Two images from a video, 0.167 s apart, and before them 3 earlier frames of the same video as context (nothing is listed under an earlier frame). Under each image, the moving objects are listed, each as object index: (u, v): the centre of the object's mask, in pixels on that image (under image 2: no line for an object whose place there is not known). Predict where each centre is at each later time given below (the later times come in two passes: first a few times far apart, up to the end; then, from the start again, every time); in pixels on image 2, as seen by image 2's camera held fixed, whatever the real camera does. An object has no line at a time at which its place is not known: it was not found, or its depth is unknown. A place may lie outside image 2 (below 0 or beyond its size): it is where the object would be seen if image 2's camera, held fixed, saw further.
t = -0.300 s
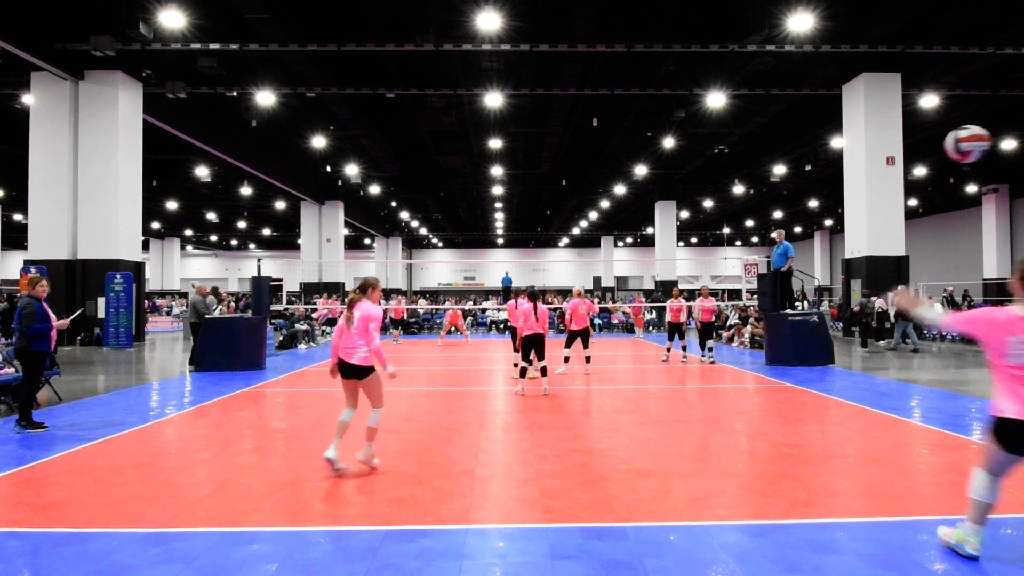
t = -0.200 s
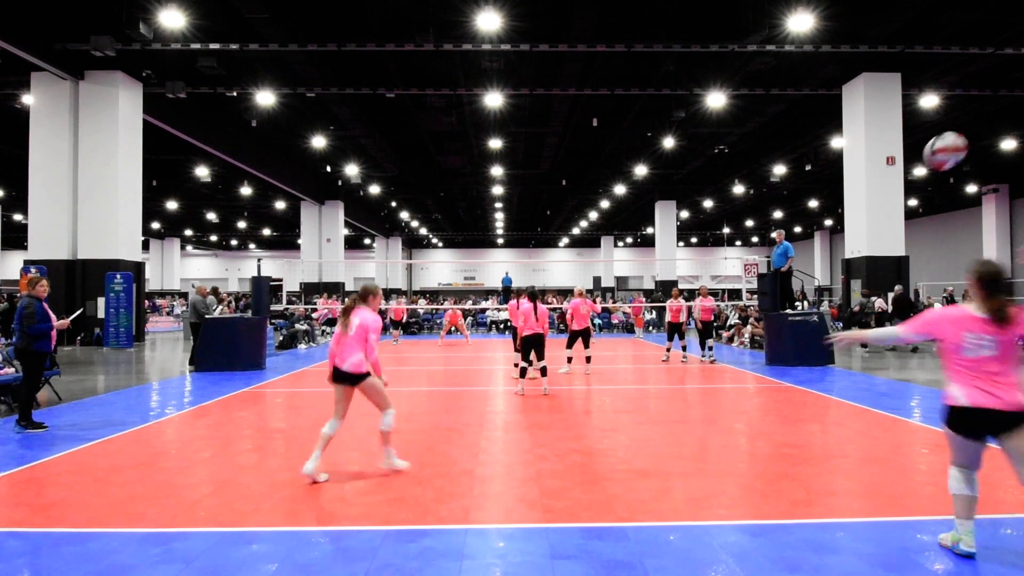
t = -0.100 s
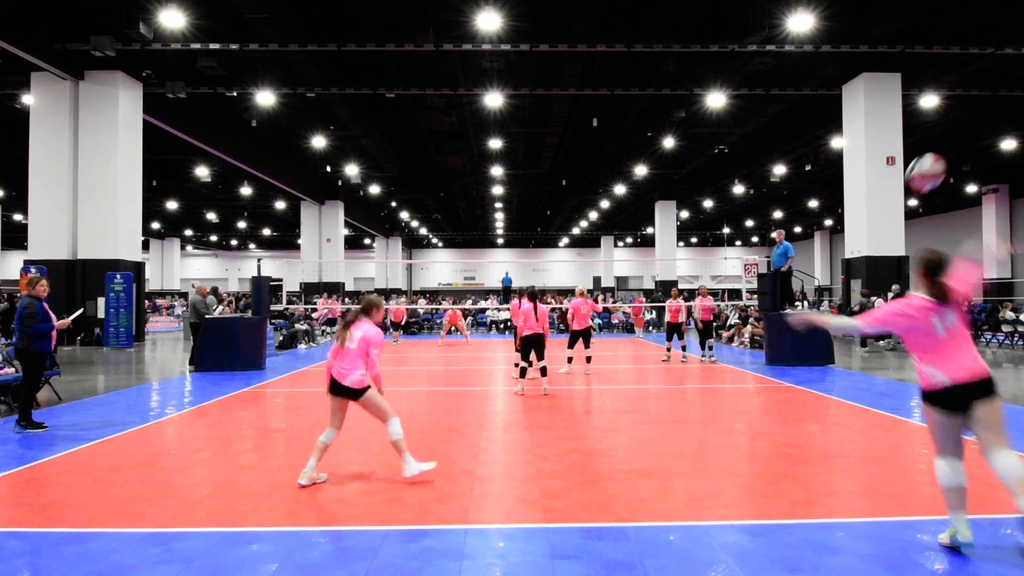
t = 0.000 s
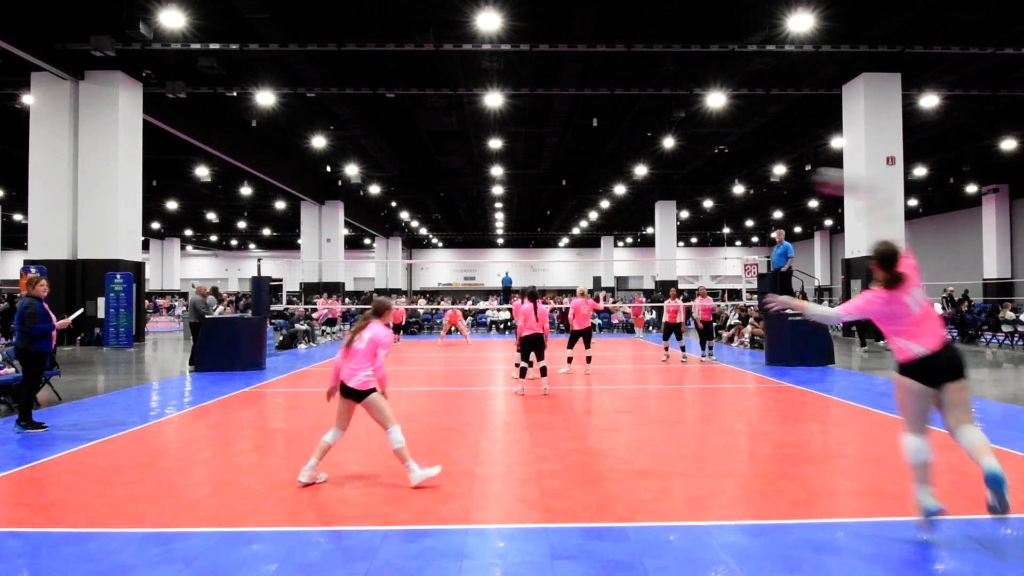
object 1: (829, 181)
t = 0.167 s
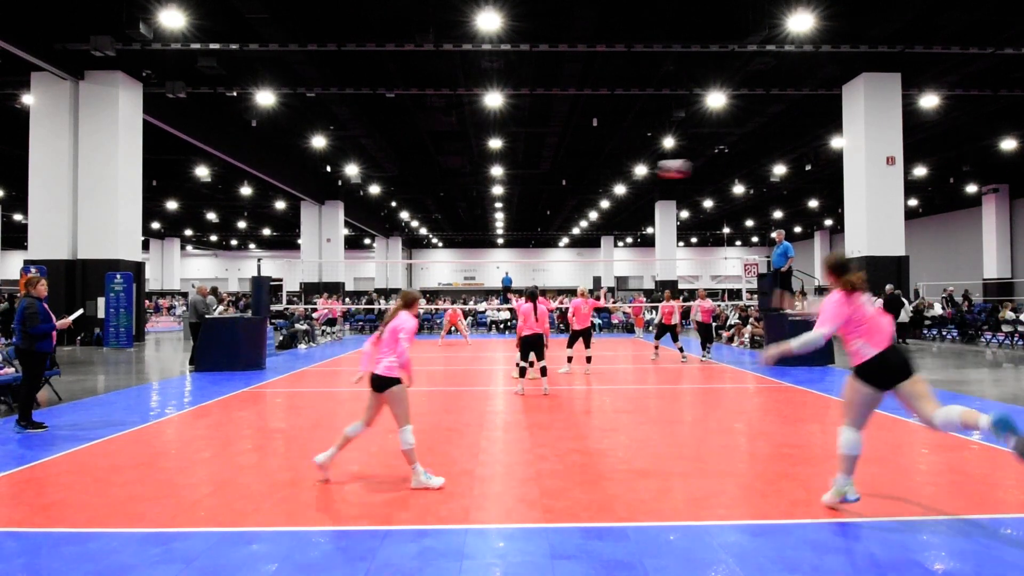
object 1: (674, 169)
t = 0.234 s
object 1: (632, 172)
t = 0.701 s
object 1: (508, 246)
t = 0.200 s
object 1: (652, 170)
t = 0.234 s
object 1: (632, 172)
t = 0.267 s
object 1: (618, 175)
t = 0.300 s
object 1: (604, 179)
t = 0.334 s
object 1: (591, 182)
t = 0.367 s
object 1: (579, 187)
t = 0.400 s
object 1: (569, 191)
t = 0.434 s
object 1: (560, 196)
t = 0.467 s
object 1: (551, 202)
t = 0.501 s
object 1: (544, 208)
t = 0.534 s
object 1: (537, 214)
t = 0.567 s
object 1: (530, 220)
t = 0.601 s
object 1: (524, 227)
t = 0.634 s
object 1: (518, 233)
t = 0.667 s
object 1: (513, 240)
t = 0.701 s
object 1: (508, 246)
